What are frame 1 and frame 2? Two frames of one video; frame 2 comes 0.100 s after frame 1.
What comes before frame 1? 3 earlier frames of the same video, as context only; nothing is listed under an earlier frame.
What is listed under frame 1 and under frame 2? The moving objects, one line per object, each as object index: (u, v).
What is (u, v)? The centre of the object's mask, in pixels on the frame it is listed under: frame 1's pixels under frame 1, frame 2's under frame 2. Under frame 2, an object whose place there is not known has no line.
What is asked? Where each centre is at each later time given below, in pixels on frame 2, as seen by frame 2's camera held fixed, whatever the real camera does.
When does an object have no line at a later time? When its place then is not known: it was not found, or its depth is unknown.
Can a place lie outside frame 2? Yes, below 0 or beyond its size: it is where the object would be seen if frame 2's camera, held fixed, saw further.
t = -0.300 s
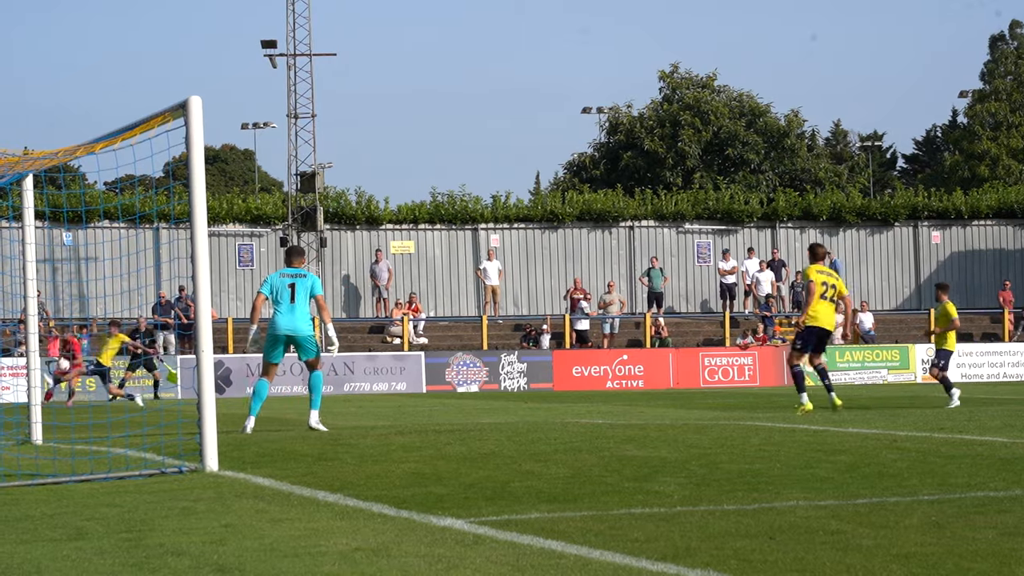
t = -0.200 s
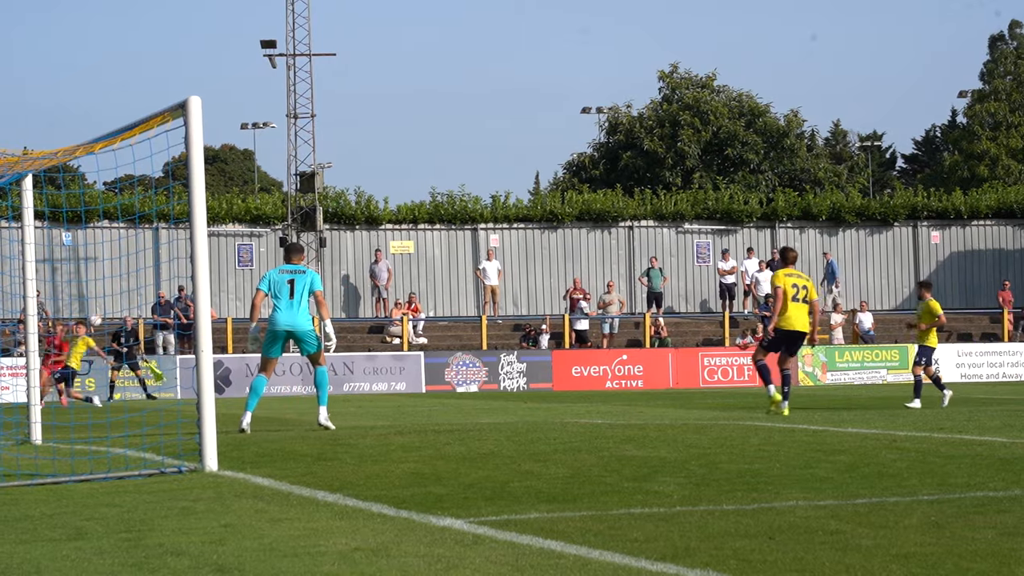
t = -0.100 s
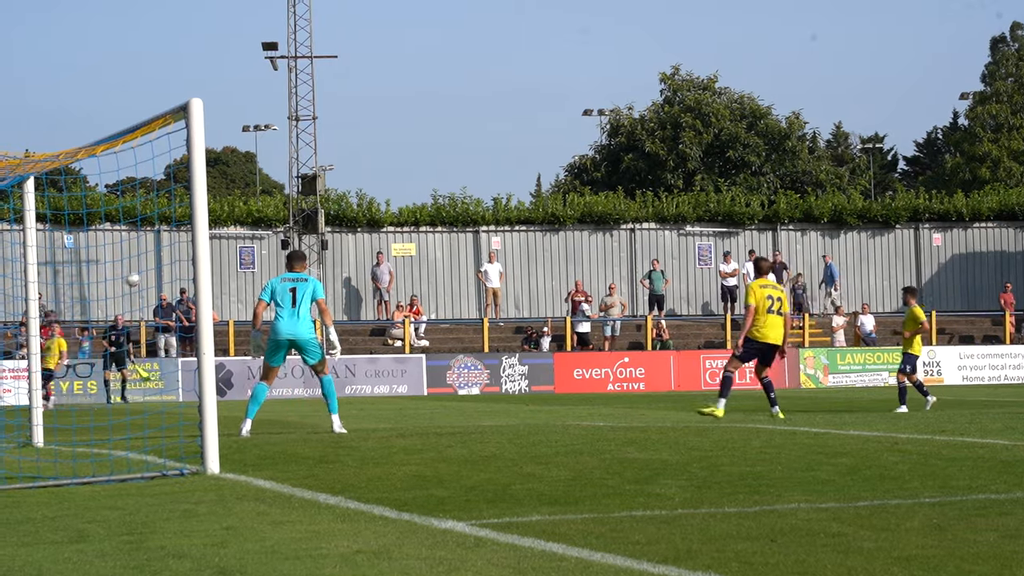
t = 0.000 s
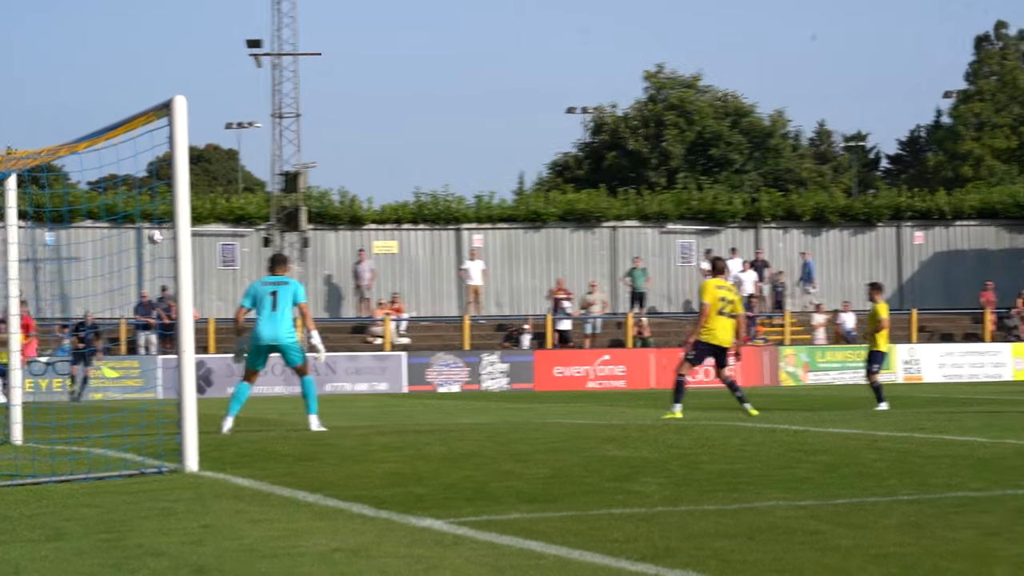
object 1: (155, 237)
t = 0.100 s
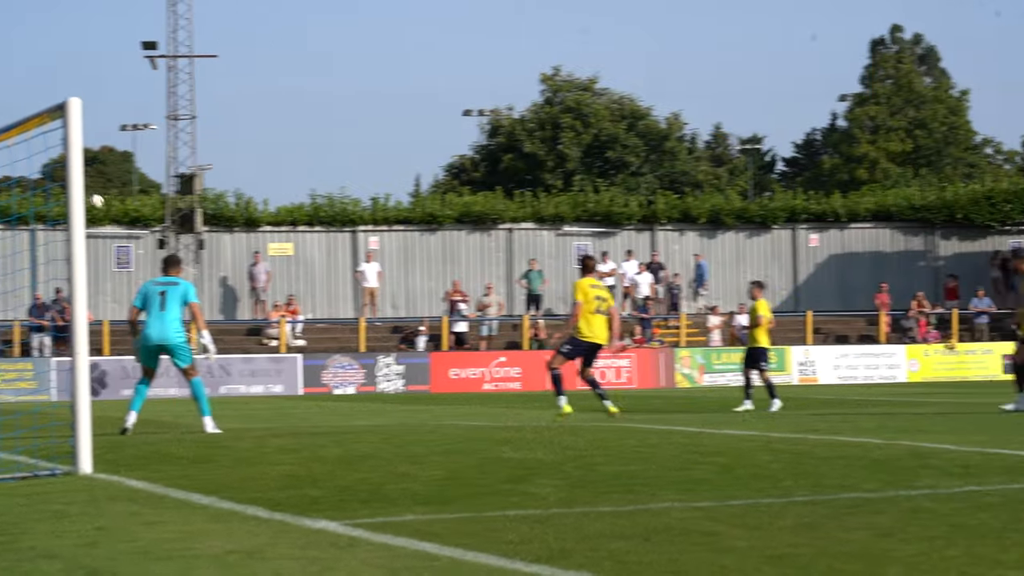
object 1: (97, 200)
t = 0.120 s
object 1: (110, 195)
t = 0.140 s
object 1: (123, 188)
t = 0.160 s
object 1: (135, 182)
